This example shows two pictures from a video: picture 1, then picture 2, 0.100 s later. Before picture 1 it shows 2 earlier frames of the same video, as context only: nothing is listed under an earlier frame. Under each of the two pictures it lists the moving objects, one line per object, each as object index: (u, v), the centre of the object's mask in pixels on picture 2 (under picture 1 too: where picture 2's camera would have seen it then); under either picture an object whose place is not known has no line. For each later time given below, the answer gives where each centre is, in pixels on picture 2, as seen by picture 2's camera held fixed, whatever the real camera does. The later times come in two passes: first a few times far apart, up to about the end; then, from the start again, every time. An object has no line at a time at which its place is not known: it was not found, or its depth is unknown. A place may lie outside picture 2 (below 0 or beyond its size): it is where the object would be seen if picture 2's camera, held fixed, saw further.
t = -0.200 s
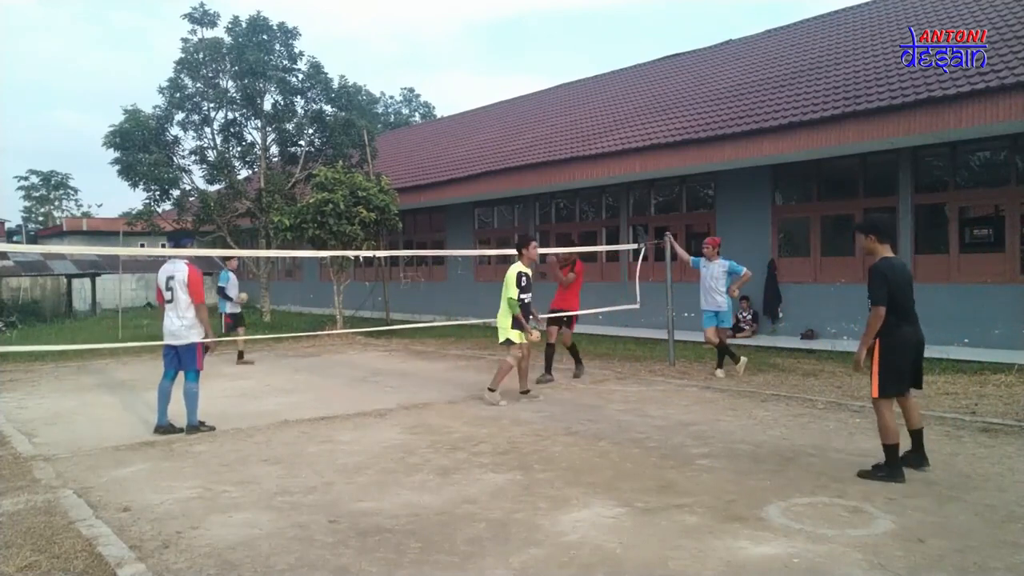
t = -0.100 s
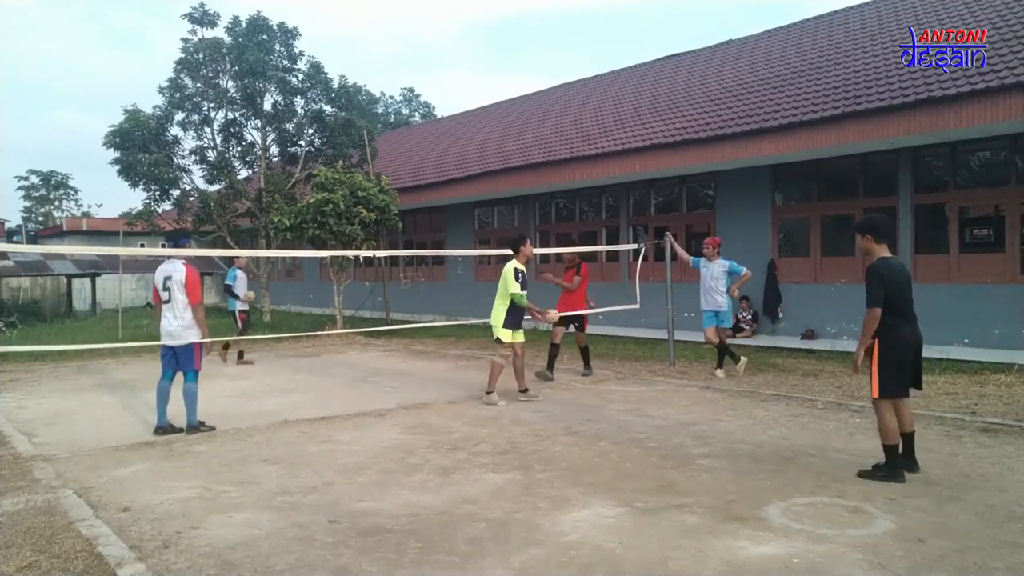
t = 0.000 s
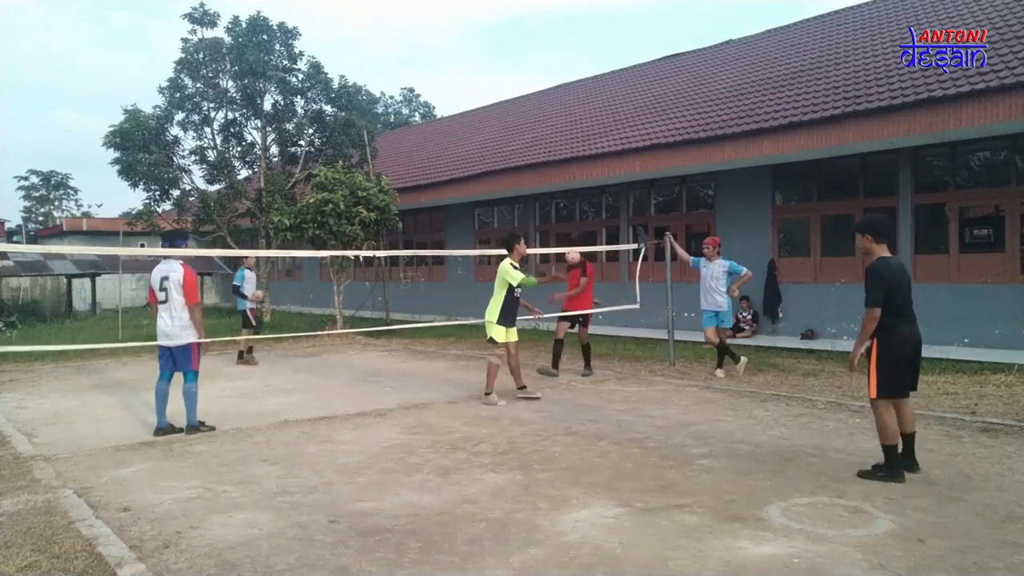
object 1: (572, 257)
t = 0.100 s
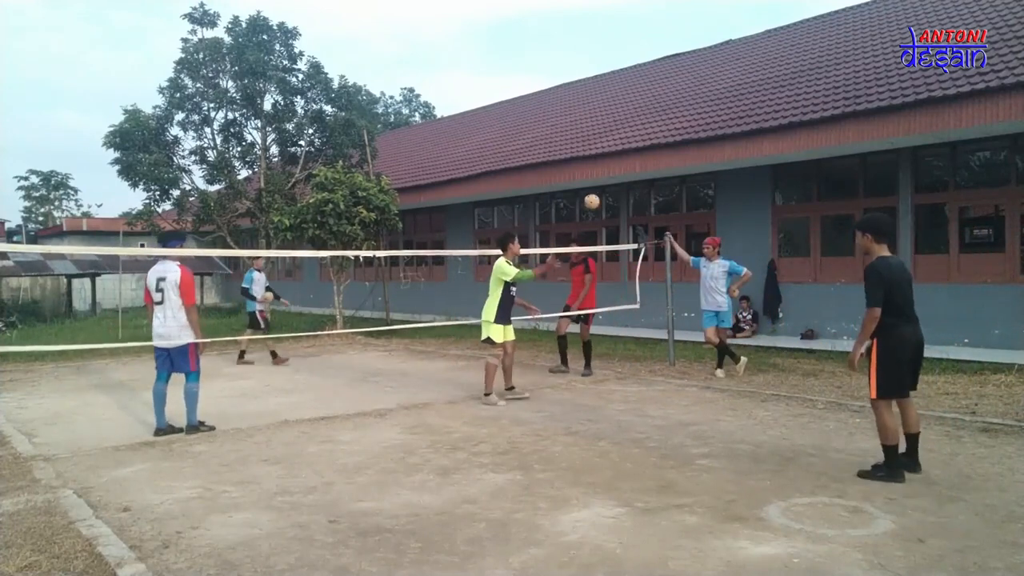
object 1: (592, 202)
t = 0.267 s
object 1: (627, 128)
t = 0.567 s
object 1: (698, 67)
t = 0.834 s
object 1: (774, 110)
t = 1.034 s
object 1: (840, 218)
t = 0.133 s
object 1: (598, 185)
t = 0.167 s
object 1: (605, 169)
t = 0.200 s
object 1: (612, 154)
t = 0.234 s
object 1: (620, 141)
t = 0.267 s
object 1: (627, 128)
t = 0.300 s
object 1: (634, 116)
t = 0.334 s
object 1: (641, 106)
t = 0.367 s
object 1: (648, 96)
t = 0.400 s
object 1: (657, 88)
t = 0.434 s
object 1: (664, 82)
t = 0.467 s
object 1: (673, 76)
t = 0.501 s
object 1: (681, 71)
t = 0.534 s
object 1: (689, 69)
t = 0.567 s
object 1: (698, 67)
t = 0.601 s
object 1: (707, 67)
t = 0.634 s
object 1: (716, 68)
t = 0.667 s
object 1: (725, 70)
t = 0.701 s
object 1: (735, 75)
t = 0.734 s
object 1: (744, 82)
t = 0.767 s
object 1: (754, 89)
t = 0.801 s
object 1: (765, 99)
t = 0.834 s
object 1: (774, 110)
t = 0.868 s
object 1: (785, 123)
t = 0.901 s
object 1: (795, 137)
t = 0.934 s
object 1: (806, 155)
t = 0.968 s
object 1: (817, 174)
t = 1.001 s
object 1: (829, 195)
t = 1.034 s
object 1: (840, 218)
